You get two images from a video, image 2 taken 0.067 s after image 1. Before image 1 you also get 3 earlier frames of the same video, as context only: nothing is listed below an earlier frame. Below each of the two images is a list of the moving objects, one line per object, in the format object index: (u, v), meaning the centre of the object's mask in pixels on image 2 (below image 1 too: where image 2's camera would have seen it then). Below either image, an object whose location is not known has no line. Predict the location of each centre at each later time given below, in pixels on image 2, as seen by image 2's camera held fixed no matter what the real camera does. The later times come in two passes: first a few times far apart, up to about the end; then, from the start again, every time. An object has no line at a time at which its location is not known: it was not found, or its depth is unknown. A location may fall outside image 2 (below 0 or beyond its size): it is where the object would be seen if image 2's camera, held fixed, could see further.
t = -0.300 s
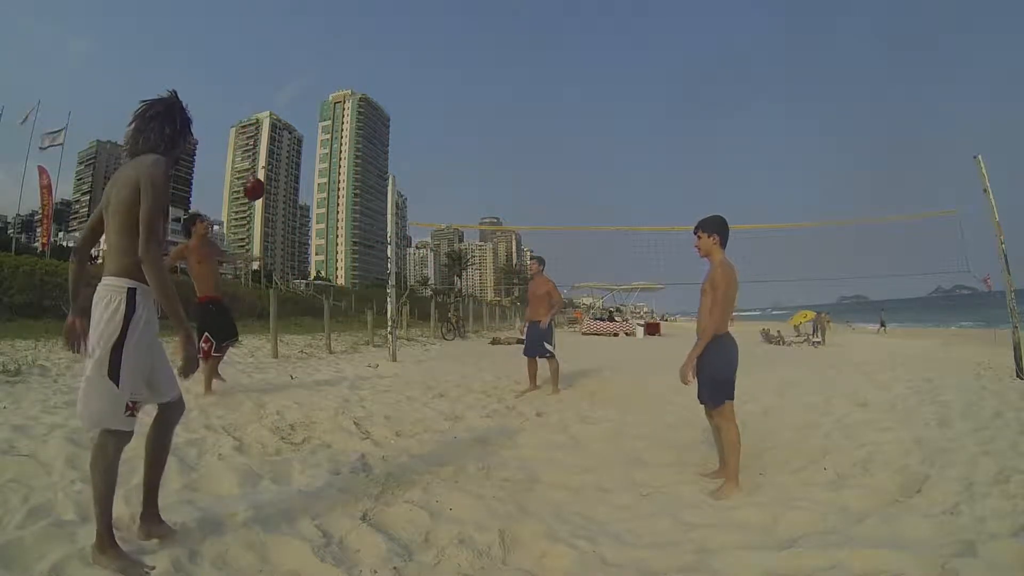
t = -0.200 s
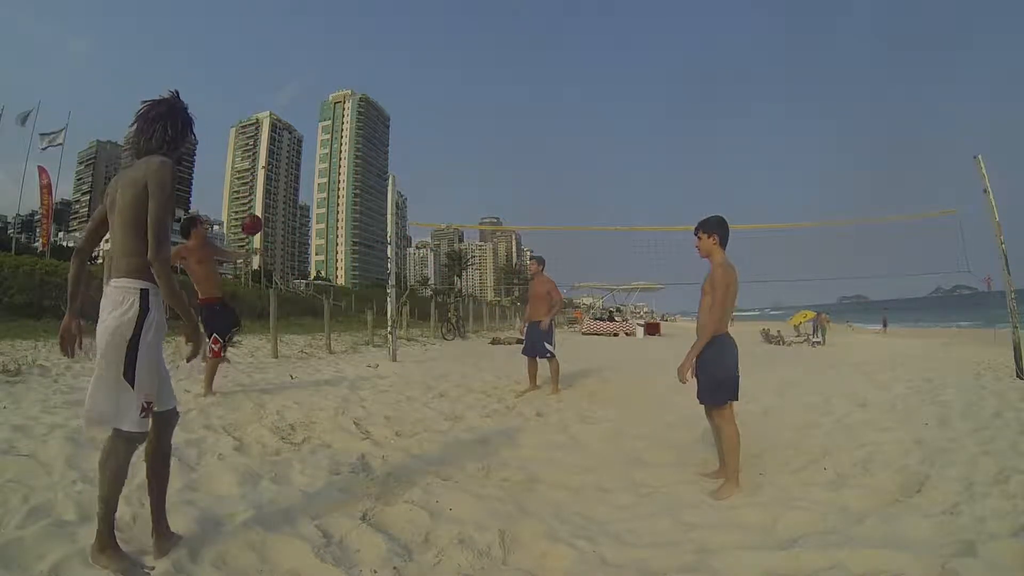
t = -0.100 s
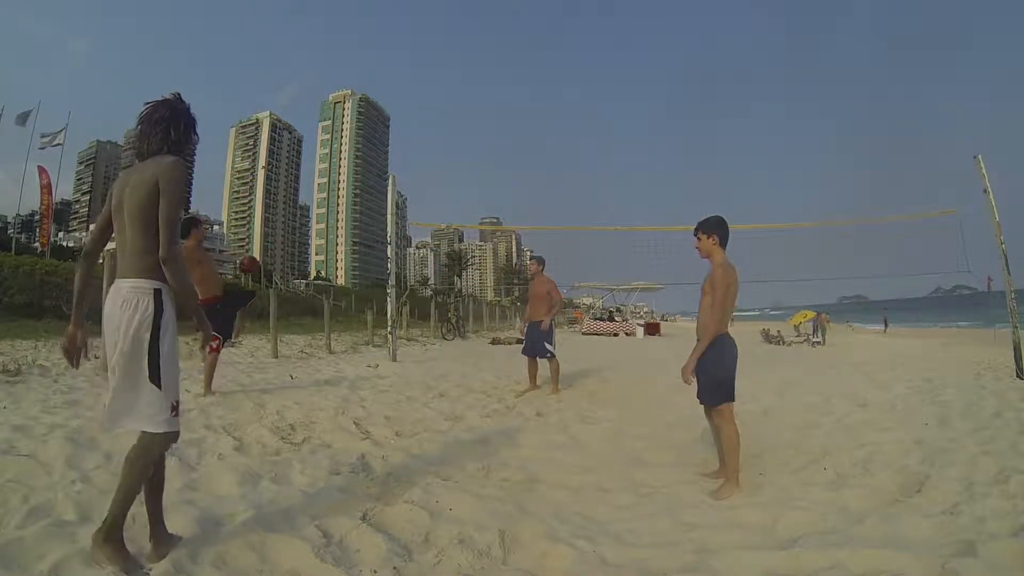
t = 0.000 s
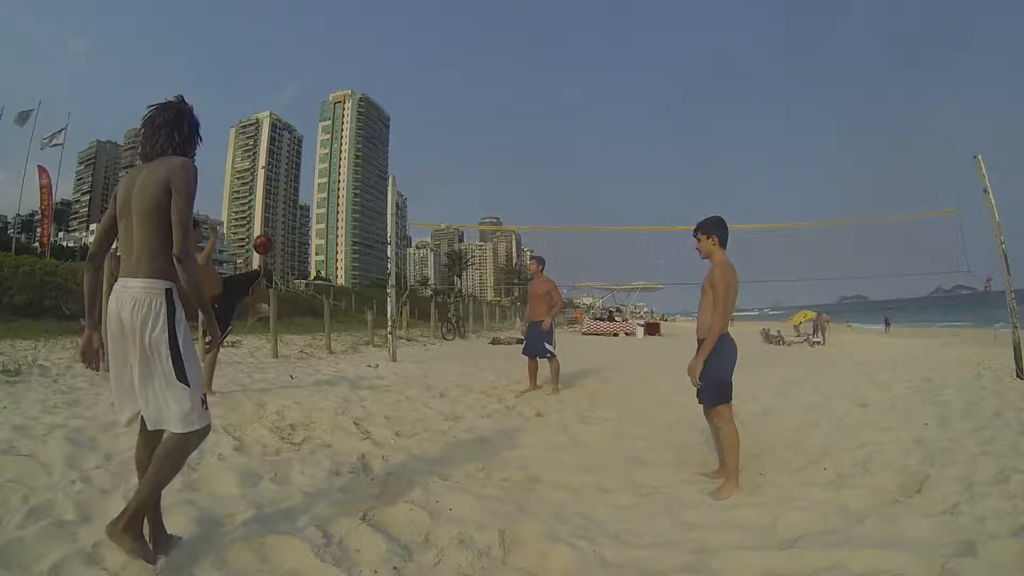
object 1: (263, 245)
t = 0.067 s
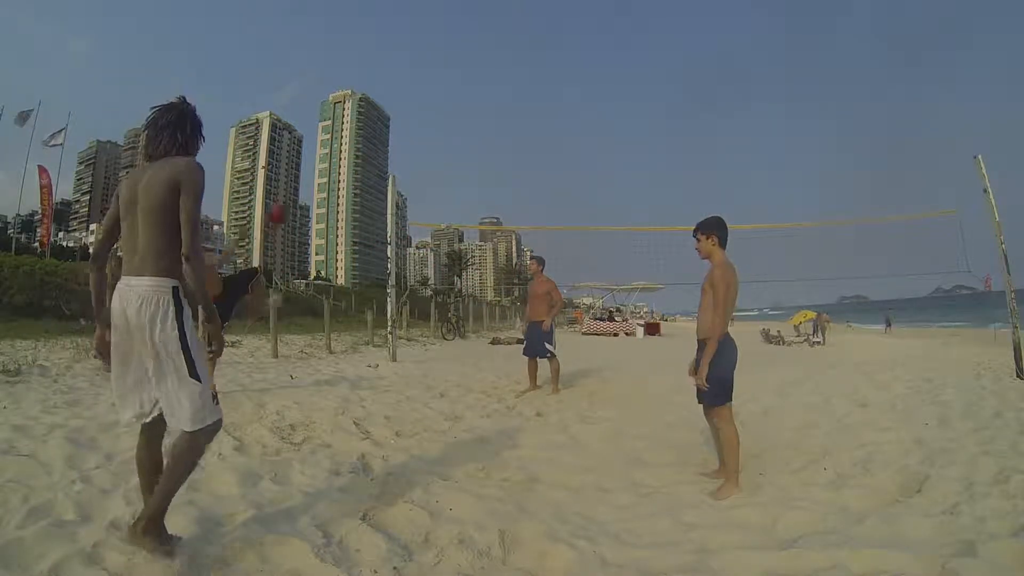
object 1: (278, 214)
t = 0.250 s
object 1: (327, 145)
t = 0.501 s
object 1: (410, 91)
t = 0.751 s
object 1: (530, 110)
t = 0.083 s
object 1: (281, 209)
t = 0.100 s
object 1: (288, 198)
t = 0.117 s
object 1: (291, 195)
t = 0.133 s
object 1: (295, 187)
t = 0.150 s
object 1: (300, 180)
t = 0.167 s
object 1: (303, 174)
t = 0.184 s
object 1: (308, 167)
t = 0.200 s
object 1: (312, 162)
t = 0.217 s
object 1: (317, 155)
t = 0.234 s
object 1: (321, 150)
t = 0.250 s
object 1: (327, 145)
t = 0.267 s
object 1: (332, 140)
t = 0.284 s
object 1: (337, 135)
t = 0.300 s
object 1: (341, 130)
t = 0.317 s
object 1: (346, 126)
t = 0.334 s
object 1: (351, 122)
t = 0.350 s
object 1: (356, 117)
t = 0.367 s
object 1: (361, 112)
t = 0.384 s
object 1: (368, 108)
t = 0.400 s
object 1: (373, 105)
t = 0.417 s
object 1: (380, 102)
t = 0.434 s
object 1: (386, 100)
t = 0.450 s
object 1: (391, 97)
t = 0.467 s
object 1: (397, 95)
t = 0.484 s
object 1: (404, 93)
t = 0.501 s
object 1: (410, 91)
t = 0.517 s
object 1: (417, 89)
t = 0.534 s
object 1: (423, 88)
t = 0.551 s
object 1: (430, 87)
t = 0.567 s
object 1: (437, 87)
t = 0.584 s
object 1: (445, 87)
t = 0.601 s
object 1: (452, 87)
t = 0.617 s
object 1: (460, 88)
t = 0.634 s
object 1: (468, 89)
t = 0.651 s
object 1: (476, 90)
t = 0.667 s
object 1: (484, 93)
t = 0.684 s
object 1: (493, 95)
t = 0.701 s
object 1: (502, 98)
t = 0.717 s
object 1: (511, 102)
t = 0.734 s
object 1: (521, 105)
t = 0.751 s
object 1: (530, 110)
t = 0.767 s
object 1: (541, 115)
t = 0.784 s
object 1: (552, 122)
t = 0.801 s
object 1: (562, 128)
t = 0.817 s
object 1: (574, 135)
